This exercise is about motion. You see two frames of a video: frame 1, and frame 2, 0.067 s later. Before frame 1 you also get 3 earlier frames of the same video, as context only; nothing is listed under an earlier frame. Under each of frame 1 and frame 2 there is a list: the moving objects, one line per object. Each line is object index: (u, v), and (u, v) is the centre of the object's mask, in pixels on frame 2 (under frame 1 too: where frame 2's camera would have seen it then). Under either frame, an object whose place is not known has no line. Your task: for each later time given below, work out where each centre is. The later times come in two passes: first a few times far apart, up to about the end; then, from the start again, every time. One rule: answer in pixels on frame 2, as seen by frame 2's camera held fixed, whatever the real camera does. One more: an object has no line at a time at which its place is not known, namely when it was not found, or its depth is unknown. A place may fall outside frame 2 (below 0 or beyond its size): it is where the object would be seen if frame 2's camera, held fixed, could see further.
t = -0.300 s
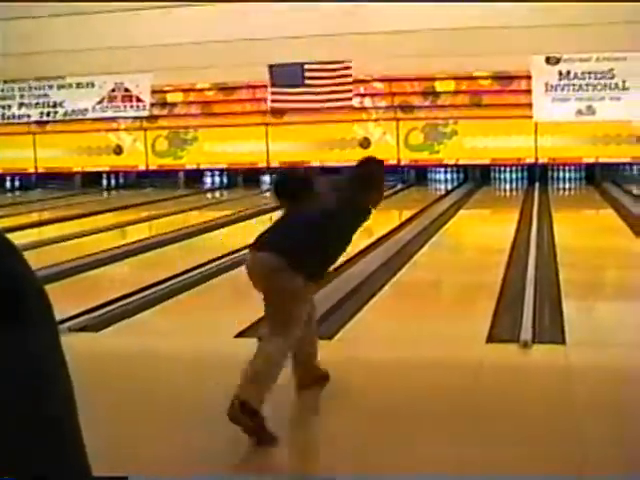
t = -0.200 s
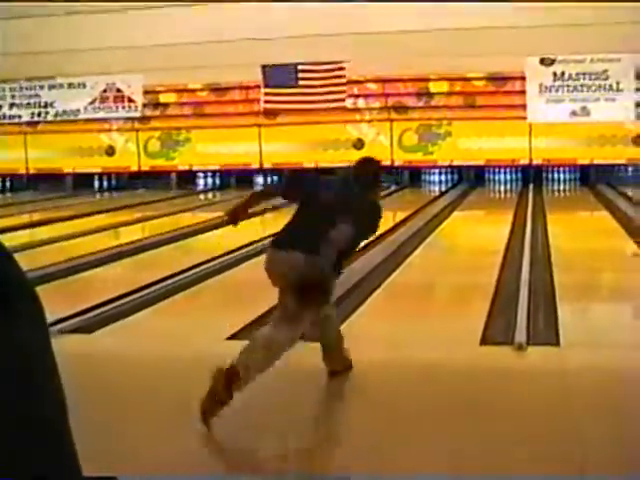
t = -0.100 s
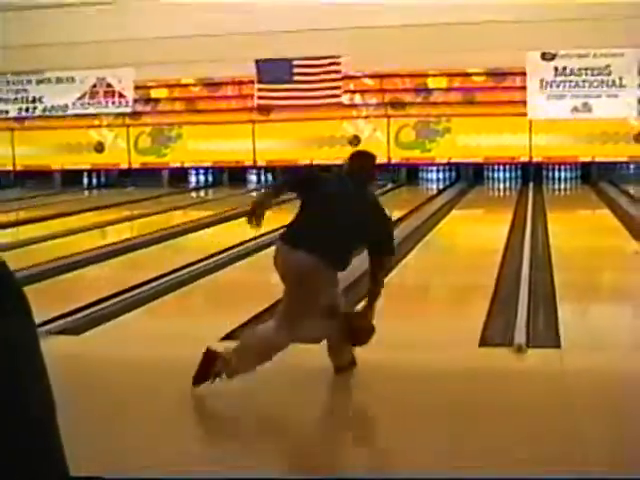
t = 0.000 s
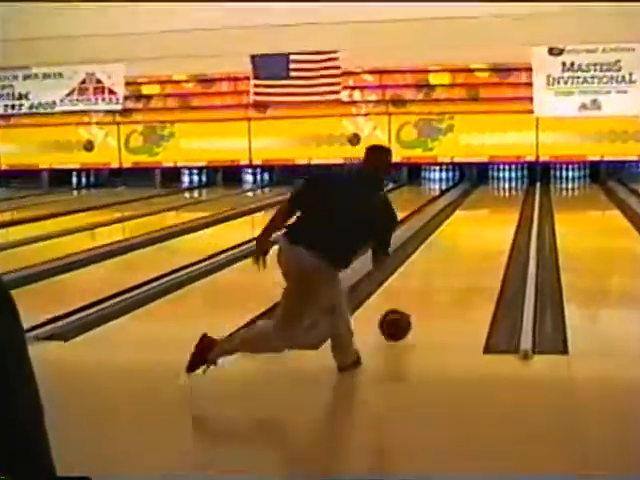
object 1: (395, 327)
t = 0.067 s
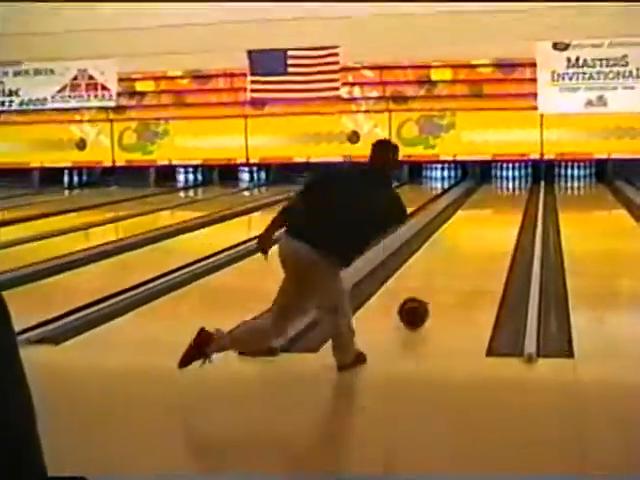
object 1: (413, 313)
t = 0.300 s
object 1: (455, 269)
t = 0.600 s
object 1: (486, 235)
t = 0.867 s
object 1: (500, 215)
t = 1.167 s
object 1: (511, 199)
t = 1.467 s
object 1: (517, 188)
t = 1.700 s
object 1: (516, 181)
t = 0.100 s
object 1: (420, 305)
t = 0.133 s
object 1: (427, 298)
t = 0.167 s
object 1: (434, 291)
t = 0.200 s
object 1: (440, 285)
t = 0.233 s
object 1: (445, 279)
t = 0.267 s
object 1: (450, 274)
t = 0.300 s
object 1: (455, 269)
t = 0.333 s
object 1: (460, 264)
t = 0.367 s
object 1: (463, 260)
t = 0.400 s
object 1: (468, 256)
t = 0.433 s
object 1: (471, 251)
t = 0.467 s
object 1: (475, 247)
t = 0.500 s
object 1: (478, 245)
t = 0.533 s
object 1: (480, 241)
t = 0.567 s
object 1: (483, 238)
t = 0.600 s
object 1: (486, 235)
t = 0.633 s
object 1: (488, 232)
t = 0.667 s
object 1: (490, 229)
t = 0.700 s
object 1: (491, 227)
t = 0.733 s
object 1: (493, 225)
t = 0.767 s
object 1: (495, 222)
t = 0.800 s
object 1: (497, 219)
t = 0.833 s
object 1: (498, 217)
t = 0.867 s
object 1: (500, 215)
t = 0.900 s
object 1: (501, 213)
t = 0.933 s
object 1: (503, 211)
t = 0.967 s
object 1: (505, 209)
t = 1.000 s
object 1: (506, 208)
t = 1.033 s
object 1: (507, 207)
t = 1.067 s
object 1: (508, 204)
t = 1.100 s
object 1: (509, 203)
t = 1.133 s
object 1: (511, 202)
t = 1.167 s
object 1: (511, 199)
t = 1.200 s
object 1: (512, 198)
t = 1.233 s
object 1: (513, 195)
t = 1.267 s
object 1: (515, 193)
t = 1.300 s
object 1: (515, 192)
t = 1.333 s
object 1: (516, 191)
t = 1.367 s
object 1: (516, 190)
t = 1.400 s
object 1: (517, 190)
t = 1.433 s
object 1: (517, 188)
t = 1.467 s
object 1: (517, 188)
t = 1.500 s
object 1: (517, 187)
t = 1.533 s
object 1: (516, 186)
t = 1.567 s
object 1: (516, 184)
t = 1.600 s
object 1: (517, 183)
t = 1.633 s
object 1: (517, 183)
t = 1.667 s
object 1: (516, 181)
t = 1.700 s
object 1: (516, 181)
